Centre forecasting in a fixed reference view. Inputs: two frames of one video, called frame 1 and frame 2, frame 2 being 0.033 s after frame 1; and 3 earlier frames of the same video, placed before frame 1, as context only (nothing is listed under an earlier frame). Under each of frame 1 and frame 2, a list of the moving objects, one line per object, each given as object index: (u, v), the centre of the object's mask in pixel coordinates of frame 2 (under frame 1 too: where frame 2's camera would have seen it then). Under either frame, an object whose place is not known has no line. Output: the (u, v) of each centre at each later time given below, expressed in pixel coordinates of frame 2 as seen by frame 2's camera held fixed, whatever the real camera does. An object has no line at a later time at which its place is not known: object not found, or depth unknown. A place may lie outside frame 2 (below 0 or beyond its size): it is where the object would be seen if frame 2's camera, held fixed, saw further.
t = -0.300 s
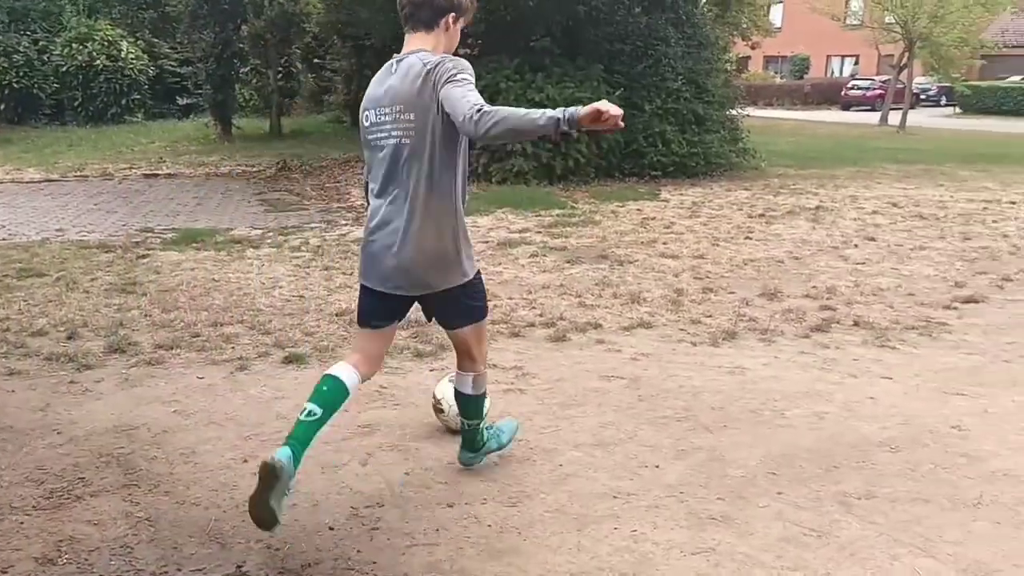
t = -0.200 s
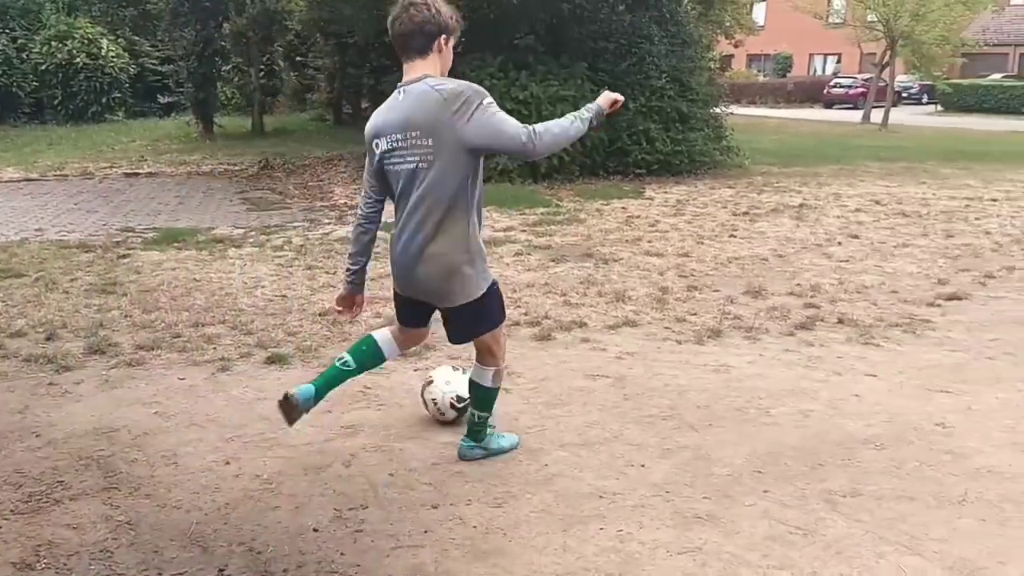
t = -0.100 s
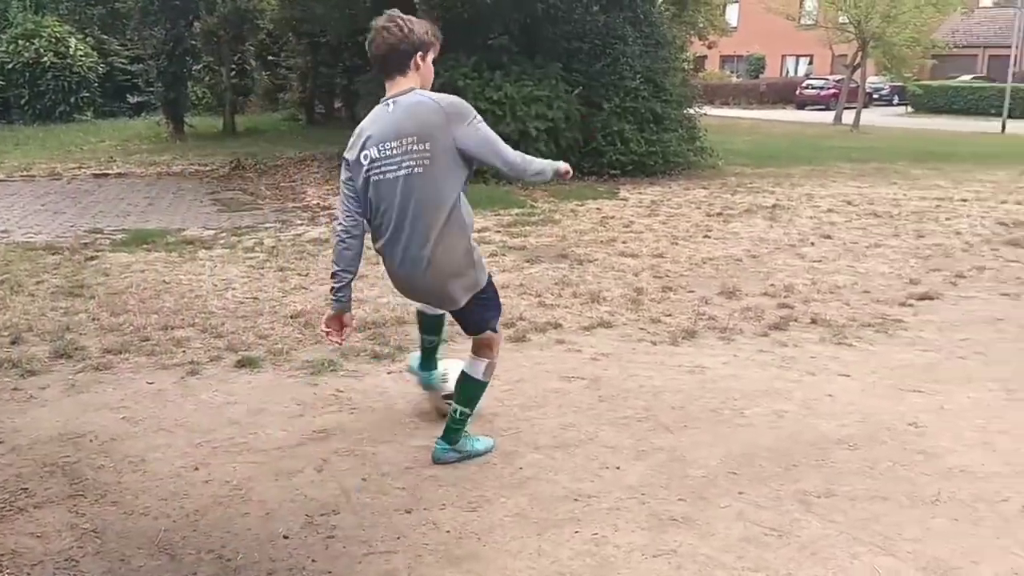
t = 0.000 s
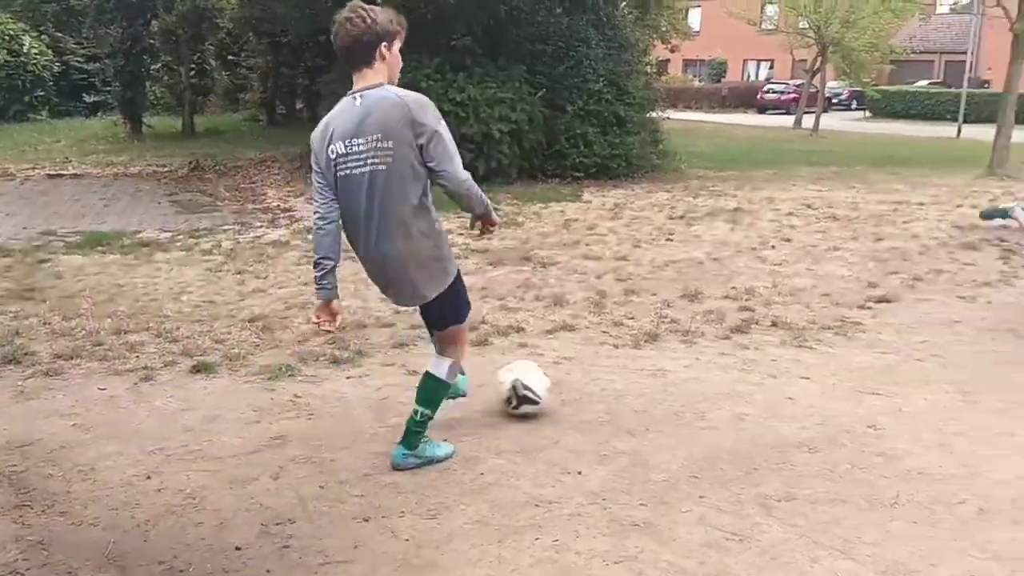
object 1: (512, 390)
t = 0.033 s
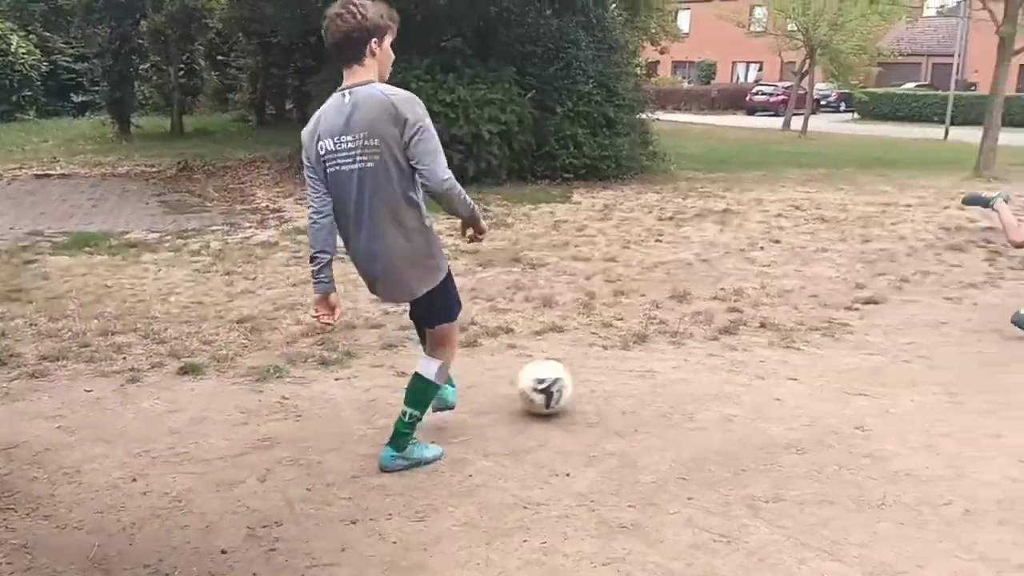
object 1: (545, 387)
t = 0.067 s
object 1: (577, 384)
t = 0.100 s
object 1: (611, 384)
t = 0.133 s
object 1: (644, 383)
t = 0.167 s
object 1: (676, 382)
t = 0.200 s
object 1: (708, 380)
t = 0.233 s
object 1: (740, 379)
